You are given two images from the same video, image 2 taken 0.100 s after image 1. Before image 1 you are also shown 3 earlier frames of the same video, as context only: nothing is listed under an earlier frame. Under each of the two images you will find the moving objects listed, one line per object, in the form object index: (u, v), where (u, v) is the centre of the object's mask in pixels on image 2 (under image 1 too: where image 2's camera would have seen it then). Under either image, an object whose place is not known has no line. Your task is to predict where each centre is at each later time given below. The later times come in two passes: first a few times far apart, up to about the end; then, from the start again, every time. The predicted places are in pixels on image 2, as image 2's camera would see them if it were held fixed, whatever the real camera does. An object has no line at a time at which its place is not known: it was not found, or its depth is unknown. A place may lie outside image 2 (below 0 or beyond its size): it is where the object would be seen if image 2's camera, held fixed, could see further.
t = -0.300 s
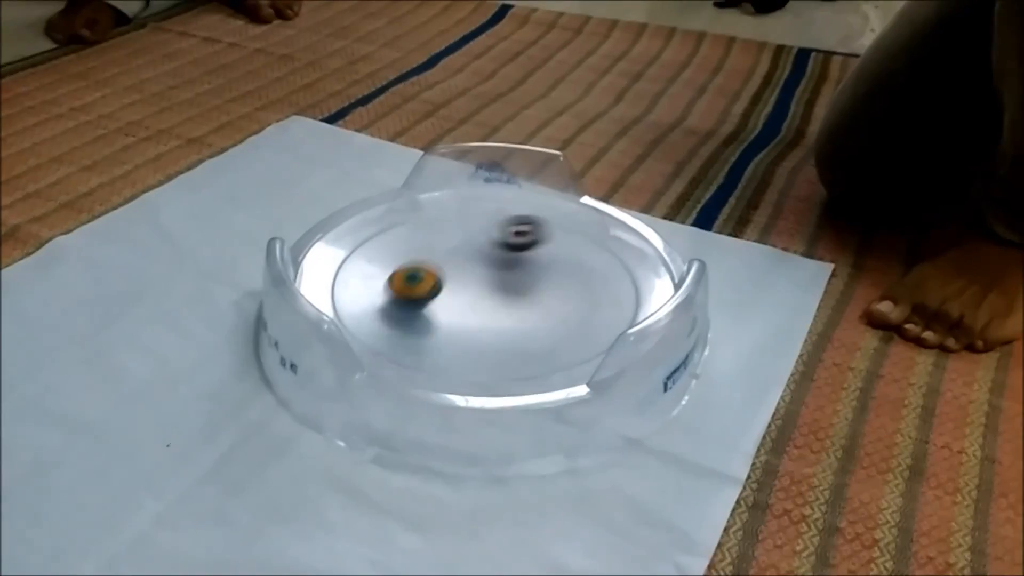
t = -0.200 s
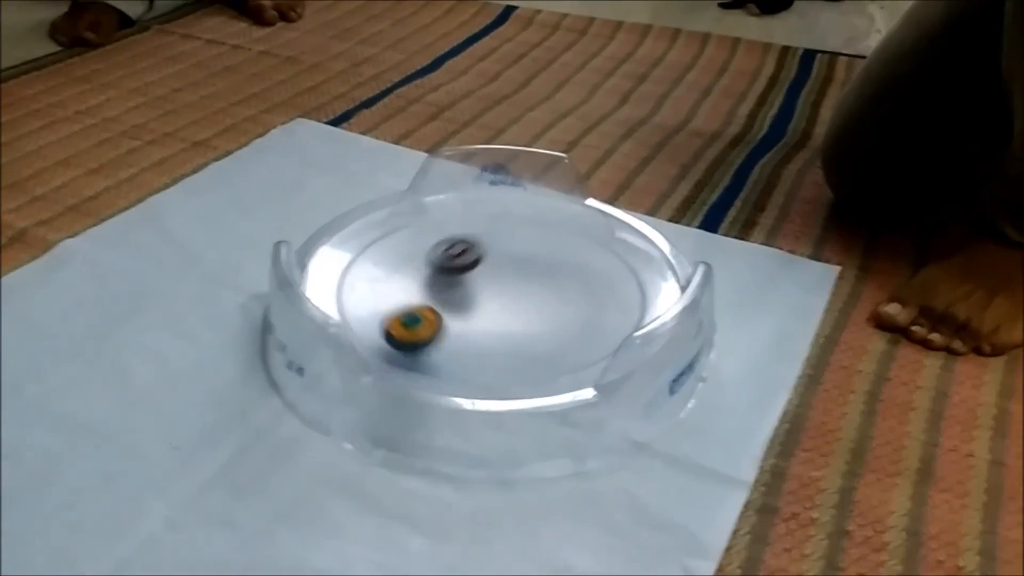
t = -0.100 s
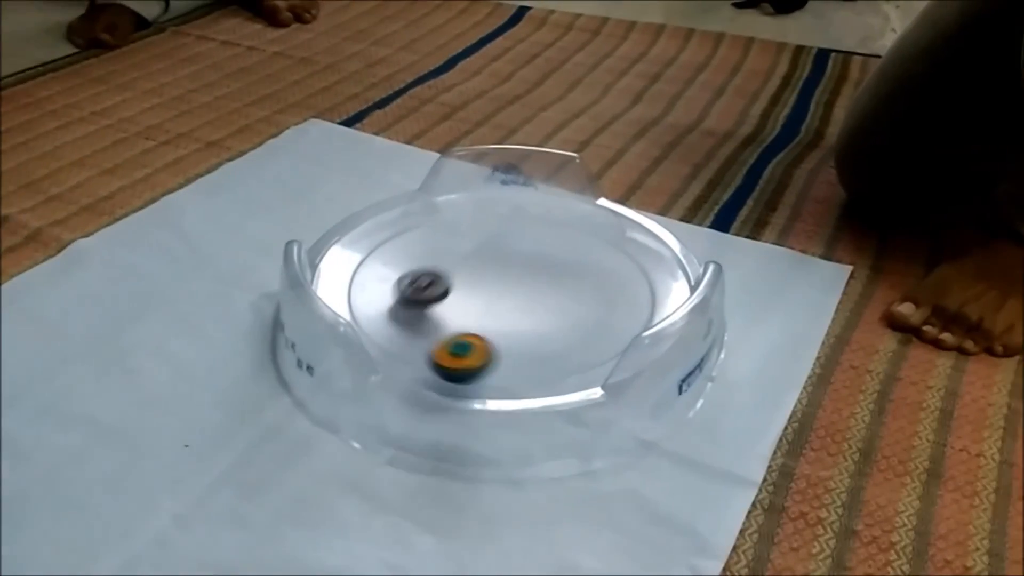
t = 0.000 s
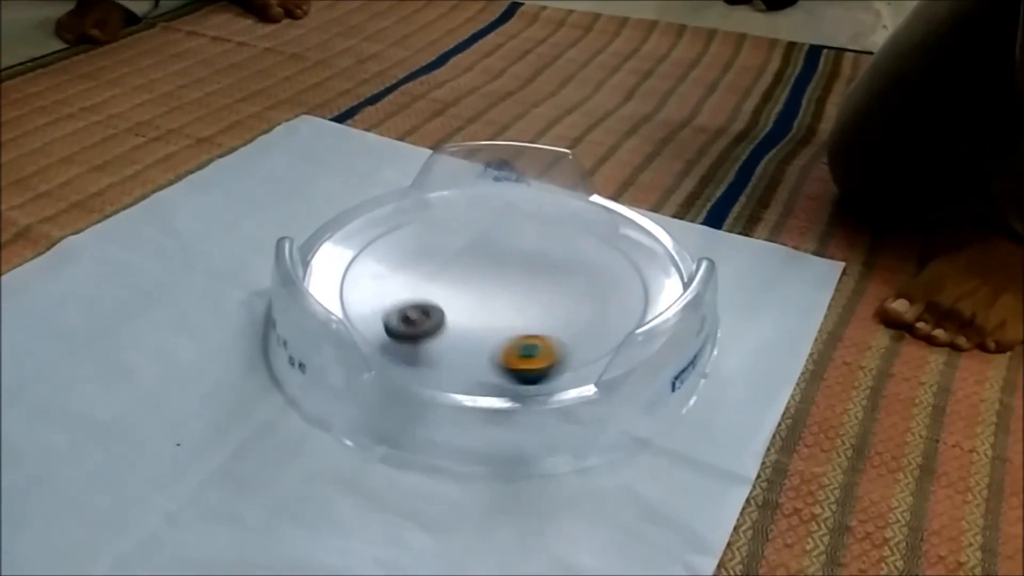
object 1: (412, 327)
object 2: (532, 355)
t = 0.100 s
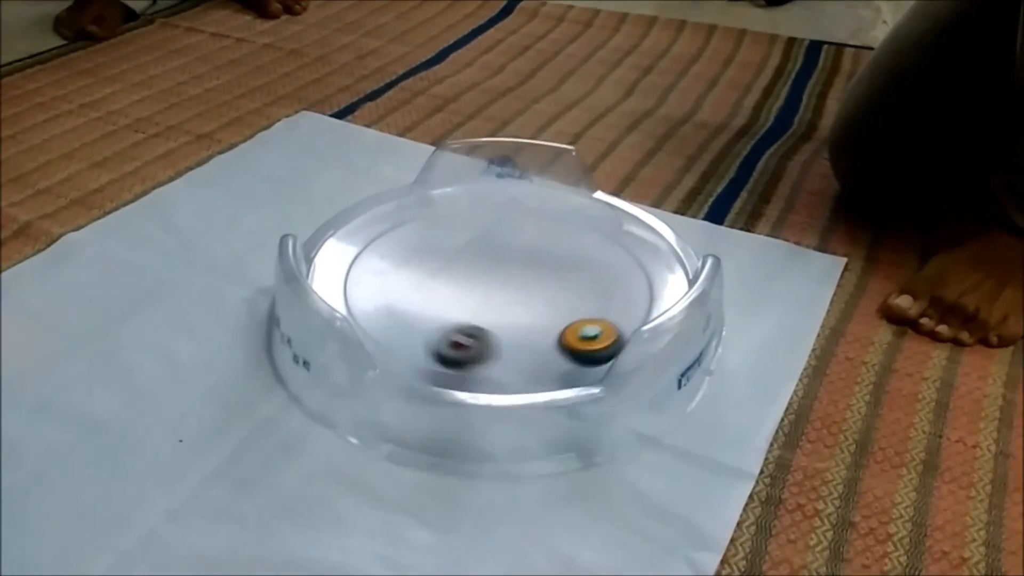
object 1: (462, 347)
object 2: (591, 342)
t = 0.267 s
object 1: (574, 348)
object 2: (615, 286)
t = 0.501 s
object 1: (626, 275)
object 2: (466, 224)
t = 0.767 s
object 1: (440, 254)
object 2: (357, 294)
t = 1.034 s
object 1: (365, 307)
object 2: (556, 341)
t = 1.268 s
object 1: (511, 348)
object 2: (576, 234)
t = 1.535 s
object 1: (560, 276)
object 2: (385, 192)
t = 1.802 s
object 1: (402, 207)
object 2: (379, 267)
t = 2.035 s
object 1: (368, 298)
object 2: (575, 259)
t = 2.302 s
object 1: (527, 199)
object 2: (420, 248)
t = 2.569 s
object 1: (464, 315)
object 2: (623, 242)
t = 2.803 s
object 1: (561, 207)
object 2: (419, 301)
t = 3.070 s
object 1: (499, 332)
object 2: (582, 251)
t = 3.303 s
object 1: (563, 243)
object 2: (367, 310)
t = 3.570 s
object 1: (465, 343)
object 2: (520, 227)
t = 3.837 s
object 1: (497, 254)
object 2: (457, 321)
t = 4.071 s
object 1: (412, 323)
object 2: (530, 197)
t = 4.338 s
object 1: (487, 212)
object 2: (511, 330)
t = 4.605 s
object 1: (457, 316)
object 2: (527, 222)
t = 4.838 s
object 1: (528, 212)
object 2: (465, 341)
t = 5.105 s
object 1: (513, 324)
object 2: (481, 229)
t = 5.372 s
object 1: (472, 258)
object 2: (491, 327)
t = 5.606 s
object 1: (550, 324)
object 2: (495, 206)
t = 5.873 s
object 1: (406, 288)
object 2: (526, 322)
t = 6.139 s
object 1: (539, 270)
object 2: (483, 227)
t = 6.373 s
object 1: (409, 301)
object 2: (519, 336)
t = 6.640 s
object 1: (498, 286)
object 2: (503, 182)
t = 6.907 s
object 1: (532, 296)
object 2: (437, 318)
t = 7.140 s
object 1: (434, 306)
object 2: (607, 246)
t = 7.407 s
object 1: (509, 247)
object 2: (405, 295)
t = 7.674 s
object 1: (501, 318)
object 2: (555, 267)
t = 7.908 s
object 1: (489, 242)
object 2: (398, 259)
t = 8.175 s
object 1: (533, 303)
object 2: (581, 272)
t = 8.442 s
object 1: (472, 315)
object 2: (426, 228)
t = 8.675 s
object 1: (503, 269)
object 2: (540, 320)
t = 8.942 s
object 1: (478, 323)
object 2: (483, 246)
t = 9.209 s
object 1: (458, 257)
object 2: (472, 323)
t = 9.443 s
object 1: (509, 310)
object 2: (511, 239)
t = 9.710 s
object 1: (472, 254)
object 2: (465, 303)
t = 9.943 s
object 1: (542, 320)
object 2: (564, 253)
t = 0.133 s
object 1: (485, 354)
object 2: (600, 334)
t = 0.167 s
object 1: (507, 356)
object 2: (607, 325)
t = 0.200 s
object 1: (530, 356)
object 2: (615, 314)
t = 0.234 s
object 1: (552, 353)
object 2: (619, 300)
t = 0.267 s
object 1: (574, 348)
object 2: (615, 286)
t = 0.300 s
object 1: (593, 340)
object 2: (605, 273)
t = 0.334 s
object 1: (608, 332)
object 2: (590, 261)
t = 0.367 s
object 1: (623, 320)
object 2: (571, 250)
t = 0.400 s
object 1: (634, 309)
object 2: (548, 240)
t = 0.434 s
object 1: (638, 298)
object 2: (521, 233)
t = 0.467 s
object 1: (634, 286)
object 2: (493, 227)
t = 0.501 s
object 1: (626, 275)
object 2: (466, 224)
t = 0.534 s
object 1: (613, 265)
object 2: (438, 222)
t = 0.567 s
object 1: (592, 255)
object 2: (412, 223)
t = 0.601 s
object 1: (568, 267)
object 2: (386, 226)
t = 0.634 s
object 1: (545, 262)
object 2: (367, 232)
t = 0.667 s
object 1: (519, 257)
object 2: (357, 244)
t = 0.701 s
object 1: (491, 255)
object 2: (354, 262)
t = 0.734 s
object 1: (465, 253)
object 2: (352, 278)
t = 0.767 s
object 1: (440, 254)
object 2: (357, 294)
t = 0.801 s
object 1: (418, 257)
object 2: (370, 310)
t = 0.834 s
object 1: (397, 260)
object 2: (388, 324)
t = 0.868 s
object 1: (384, 251)
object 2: (412, 335)
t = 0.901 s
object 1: (368, 259)
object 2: (438, 344)
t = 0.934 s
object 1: (355, 269)
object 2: (468, 350)
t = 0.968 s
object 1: (348, 281)
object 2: (500, 351)
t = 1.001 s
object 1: (353, 294)
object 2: (530, 348)
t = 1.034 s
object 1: (365, 307)
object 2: (556, 341)
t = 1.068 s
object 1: (377, 319)
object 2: (577, 331)
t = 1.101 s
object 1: (392, 329)
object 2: (592, 319)
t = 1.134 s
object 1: (412, 338)
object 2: (602, 304)
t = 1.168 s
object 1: (435, 345)
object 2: (605, 284)
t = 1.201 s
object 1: (457, 349)
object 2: (601, 269)
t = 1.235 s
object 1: (484, 350)
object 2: (591, 251)
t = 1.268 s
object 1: (511, 348)
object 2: (576, 234)
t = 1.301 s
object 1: (532, 343)
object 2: (558, 221)
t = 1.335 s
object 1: (552, 335)
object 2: (536, 209)
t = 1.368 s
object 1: (566, 324)
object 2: (515, 199)
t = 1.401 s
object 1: (577, 311)
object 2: (488, 191)
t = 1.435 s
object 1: (580, 298)
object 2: (464, 189)
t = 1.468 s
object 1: (579, 284)
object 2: (438, 189)
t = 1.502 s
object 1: (571, 286)
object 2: (410, 190)
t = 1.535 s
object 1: (560, 276)
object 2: (385, 192)
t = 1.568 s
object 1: (545, 265)
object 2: (365, 196)
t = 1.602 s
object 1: (526, 256)
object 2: (349, 209)
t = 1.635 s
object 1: (505, 247)
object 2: (338, 217)
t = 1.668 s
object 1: (485, 240)
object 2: (327, 229)
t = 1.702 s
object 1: (461, 234)
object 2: (332, 234)
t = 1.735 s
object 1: (439, 230)
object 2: (346, 242)
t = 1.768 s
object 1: (422, 208)
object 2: (362, 258)
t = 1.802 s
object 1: (402, 207)
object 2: (379, 267)
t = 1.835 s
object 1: (389, 217)
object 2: (399, 280)
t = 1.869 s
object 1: (378, 225)
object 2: (425, 290)
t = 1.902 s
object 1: (362, 250)
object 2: (452, 295)
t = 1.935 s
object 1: (351, 257)
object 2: (479, 296)
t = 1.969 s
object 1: (344, 266)
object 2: (504, 293)
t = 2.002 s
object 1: (347, 274)
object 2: (547, 279)
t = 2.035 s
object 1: (368, 298)
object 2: (575, 259)
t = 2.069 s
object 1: (407, 317)
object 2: (586, 235)
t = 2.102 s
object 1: (461, 326)
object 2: (582, 215)
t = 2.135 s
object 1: (514, 320)
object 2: (557, 206)
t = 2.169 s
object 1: (554, 300)
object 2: (527, 199)
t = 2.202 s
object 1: (573, 274)
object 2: (496, 196)
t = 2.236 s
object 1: (573, 246)
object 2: (463, 201)
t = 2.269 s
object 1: (556, 220)
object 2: (434, 218)
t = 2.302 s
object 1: (527, 199)
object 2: (420, 248)
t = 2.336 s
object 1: (492, 193)
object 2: (428, 277)
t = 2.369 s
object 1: (457, 196)
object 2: (458, 303)
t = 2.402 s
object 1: (421, 202)
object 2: (505, 318)
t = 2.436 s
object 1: (392, 233)
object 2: (559, 318)
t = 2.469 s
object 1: (382, 255)
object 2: (605, 305)
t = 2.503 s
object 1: (390, 281)
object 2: (638, 284)
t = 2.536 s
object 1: (420, 297)
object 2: (635, 261)
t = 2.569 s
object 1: (464, 315)
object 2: (623, 242)
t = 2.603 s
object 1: (519, 318)
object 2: (599, 225)
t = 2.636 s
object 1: (567, 309)
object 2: (563, 216)
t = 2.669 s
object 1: (602, 286)
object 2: (521, 216)
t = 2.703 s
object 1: (619, 260)
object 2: (477, 229)
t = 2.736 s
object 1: (618, 233)
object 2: (440, 250)
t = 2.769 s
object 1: (593, 219)
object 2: (420, 274)
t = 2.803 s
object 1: (561, 207)
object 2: (419, 301)
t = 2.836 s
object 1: (528, 202)
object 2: (442, 325)
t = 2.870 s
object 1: (490, 207)
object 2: (484, 340)
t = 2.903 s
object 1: (452, 239)
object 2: (537, 345)
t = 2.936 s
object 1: (426, 256)
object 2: (581, 336)
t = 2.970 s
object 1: (415, 281)
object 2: (612, 314)
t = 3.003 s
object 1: (424, 304)
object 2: (624, 291)
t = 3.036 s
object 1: (454, 319)
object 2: (611, 269)
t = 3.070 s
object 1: (499, 332)
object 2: (582, 251)
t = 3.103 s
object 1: (550, 341)
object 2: (539, 239)
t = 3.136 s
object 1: (596, 329)
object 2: (493, 234)
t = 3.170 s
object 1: (629, 301)
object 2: (447, 236)
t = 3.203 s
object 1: (634, 291)
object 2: (407, 246)
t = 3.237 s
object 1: (627, 257)
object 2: (376, 265)
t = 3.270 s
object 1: (604, 240)
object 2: (361, 287)
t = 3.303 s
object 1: (563, 243)
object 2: (367, 310)
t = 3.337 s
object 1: (522, 248)
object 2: (404, 329)
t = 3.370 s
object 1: (480, 251)
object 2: (453, 341)
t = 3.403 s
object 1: (439, 261)
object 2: (505, 339)
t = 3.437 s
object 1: (408, 278)
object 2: (548, 324)
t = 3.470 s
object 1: (393, 298)
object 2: (571, 299)
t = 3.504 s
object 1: (398, 319)
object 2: (570, 273)
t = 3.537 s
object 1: (423, 340)
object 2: (553, 248)
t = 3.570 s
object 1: (465, 343)
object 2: (520, 227)
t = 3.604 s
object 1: (510, 347)
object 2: (480, 212)
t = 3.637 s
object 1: (550, 340)
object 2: (433, 205)
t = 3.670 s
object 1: (582, 325)
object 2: (398, 211)
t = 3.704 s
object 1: (599, 303)
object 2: (375, 230)
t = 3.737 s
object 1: (597, 280)
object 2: (362, 254)
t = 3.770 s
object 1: (574, 276)
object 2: (373, 282)
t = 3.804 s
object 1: (540, 263)
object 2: (407, 306)
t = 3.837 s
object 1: (497, 254)
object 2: (457, 321)
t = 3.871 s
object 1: (453, 250)
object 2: (512, 321)
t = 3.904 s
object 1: (413, 254)
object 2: (557, 306)
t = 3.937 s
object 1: (382, 264)
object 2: (584, 282)
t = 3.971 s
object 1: (364, 279)
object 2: (592, 256)
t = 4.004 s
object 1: (365, 286)
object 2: (582, 230)
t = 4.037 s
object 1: (381, 307)
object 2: (561, 210)
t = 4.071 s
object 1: (412, 323)
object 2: (530, 197)
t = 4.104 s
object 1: (457, 332)
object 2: (492, 195)
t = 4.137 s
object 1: (504, 330)
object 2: (456, 202)
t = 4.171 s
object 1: (542, 316)
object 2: (426, 218)
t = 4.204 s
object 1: (562, 296)
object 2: (406, 246)
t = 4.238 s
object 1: (565, 268)
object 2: (404, 275)
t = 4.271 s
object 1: (560, 255)
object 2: (412, 290)
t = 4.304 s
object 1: (538, 234)
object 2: (440, 314)
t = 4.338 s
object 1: (487, 212)
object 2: (511, 330)
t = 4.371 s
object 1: (465, 218)
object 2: (537, 329)
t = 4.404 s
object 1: (429, 228)
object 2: (583, 318)
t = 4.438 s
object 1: (400, 233)
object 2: (618, 297)
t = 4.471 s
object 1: (380, 247)
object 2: (631, 275)
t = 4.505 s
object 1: (377, 252)
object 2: (626, 253)
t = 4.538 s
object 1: (384, 290)
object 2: (605, 236)
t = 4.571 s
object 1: (416, 302)
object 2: (570, 225)
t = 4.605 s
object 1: (457, 316)
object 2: (527, 222)
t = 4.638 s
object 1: (506, 317)
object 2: (481, 228)
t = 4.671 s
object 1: (547, 306)
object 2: (440, 242)
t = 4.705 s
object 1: (575, 287)
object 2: (412, 260)
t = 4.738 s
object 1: (586, 264)
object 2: (397, 283)
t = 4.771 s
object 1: (580, 242)
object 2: (402, 307)
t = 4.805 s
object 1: (558, 224)
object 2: (427, 328)
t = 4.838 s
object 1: (528, 212)
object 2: (465, 341)
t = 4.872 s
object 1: (494, 209)
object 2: (512, 344)
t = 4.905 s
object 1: (460, 215)
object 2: (555, 335)
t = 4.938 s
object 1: (427, 248)
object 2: (583, 317)
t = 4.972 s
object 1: (411, 269)
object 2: (591, 294)
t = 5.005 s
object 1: (413, 290)
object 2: (579, 270)
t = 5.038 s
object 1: (435, 301)
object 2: (555, 251)
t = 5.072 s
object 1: (468, 318)
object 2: (520, 237)
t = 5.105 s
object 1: (513, 324)
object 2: (481, 229)
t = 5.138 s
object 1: (553, 319)
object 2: (439, 229)
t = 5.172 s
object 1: (584, 305)
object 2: (406, 234)
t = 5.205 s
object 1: (603, 284)
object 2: (379, 247)
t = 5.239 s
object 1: (602, 263)
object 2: (366, 268)
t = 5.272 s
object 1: (584, 245)
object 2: (370, 290)
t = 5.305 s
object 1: (553, 235)
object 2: (395, 310)
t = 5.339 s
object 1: (509, 252)
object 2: (439, 324)
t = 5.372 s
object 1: (472, 258)
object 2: (491, 327)
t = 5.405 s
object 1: (440, 271)
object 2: (535, 317)
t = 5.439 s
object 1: (422, 289)
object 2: (563, 298)
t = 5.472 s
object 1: (419, 309)
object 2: (574, 274)
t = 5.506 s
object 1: (440, 317)
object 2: (570, 250)
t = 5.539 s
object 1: (473, 329)
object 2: (553, 230)
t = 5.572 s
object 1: (513, 332)
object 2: (527, 214)
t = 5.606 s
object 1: (550, 324)
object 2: (495, 206)
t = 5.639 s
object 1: (573, 309)
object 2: (461, 206)
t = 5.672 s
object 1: (577, 288)
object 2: (431, 215)
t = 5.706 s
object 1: (560, 286)
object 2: (408, 234)
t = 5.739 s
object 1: (531, 275)
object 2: (400, 258)
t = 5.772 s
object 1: (493, 267)
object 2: (410, 286)
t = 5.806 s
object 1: (456, 259)
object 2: (439, 307)
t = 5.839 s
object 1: (423, 275)
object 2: (480, 321)
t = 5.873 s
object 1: (406, 288)
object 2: (526, 322)
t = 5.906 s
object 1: (403, 303)
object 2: (569, 312)
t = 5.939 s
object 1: (415, 317)
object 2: (598, 295)
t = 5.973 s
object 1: (442, 329)
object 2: (612, 274)
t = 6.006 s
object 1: (478, 334)
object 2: (609, 252)
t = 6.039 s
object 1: (513, 330)
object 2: (591, 235)
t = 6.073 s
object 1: (535, 318)
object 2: (562, 225)
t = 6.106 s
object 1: (547, 289)
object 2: (523, 222)
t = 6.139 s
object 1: (539, 270)
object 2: (483, 227)
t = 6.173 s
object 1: (519, 251)
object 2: (447, 242)
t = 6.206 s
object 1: (490, 239)
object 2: (423, 260)
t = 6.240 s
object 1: (457, 236)
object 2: (412, 282)
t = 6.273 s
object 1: (428, 241)
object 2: (416, 304)
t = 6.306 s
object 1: (404, 269)
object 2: (438, 323)
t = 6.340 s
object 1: (399, 284)
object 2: (474, 334)
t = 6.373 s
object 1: (409, 301)
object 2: (519, 336)
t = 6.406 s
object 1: (434, 314)
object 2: (559, 327)
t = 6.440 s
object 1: (468, 320)
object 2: (583, 311)
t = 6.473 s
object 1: (503, 319)
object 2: (589, 289)
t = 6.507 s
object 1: (532, 308)
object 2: (577, 268)
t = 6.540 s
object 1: (533, 292)
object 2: (570, 234)
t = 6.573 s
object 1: (527, 299)
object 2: (558, 206)
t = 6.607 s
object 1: (518, 290)
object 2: (532, 191)
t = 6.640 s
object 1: (498, 286)
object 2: (503, 182)
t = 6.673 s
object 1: (476, 286)
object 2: (470, 183)
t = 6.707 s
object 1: (460, 293)
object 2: (439, 188)
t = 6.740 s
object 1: (456, 303)
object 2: (411, 199)
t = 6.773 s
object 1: (465, 312)
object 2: (389, 219)
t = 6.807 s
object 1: (486, 319)
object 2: (379, 244)
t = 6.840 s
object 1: (511, 317)
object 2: (383, 272)
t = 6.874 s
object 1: (528, 307)
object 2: (403, 298)
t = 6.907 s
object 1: (532, 296)
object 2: (437, 318)
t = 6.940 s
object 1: (523, 283)
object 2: (481, 328)
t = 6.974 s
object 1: (502, 275)
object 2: (526, 328)
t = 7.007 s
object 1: (478, 273)
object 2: (567, 320)
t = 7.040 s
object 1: (454, 275)
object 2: (598, 304)
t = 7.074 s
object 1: (436, 282)
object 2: (617, 285)
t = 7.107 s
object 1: (428, 294)
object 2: (619, 264)
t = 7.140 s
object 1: (434, 306)
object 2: (607, 246)
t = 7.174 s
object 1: (453, 317)
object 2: (582, 233)
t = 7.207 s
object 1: (480, 321)
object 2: (549, 226)
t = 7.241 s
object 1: (509, 319)
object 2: (511, 226)
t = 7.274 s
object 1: (532, 299)
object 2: (474, 232)
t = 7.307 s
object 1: (542, 285)
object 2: (444, 243)
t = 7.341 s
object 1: (541, 269)
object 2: (421, 258)
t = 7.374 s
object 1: (529, 256)
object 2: (407, 276)
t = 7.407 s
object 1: (509, 247)
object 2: (405, 295)
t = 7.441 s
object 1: (481, 260)
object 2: (416, 312)
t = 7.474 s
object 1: (457, 261)
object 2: (442, 326)
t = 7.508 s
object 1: (436, 271)
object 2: (478, 333)
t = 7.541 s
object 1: (426, 283)
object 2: (517, 331)
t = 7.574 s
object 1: (429, 298)
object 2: (547, 320)
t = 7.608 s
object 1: (445, 310)
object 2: (563, 303)
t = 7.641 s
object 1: (472, 318)
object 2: (565, 285)
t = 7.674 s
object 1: (501, 318)
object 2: (555, 267)
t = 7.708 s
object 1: (528, 313)
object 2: (536, 251)
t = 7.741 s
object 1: (551, 292)
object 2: (512, 239)
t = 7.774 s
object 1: (556, 277)
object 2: (485, 232)
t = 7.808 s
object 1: (552, 263)
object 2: (457, 230)
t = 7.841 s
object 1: (537, 250)
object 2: (430, 233)
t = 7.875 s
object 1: (516, 243)
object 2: (409, 243)
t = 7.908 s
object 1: (489, 242)
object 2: (398, 259)
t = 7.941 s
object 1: (466, 248)
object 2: (401, 278)
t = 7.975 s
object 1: (449, 259)
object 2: (420, 296)
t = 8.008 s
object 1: (441, 271)
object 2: (447, 308)
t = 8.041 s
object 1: (439, 300)
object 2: (485, 314)
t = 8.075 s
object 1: (454, 313)
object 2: (521, 312)
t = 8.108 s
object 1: (477, 319)
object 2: (550, 303)
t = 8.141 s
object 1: (504, 321)
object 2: (572, 288)
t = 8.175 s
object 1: (533, 303)
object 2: (581, 272)
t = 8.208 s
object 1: (547, 293)
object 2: (580, 256)
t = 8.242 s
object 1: (551, 281)
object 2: (567, 241)
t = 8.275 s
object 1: (542, 271)
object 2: (545, 228)
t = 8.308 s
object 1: (518, 287)
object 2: (523, 210)
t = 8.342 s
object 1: (496, 291)
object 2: (498, 205)
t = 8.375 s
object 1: (480, 298)
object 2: (471, 206)
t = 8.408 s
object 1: (471, 307)
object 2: (446, 214)
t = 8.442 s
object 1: (472, 315)
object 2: (426, 228)
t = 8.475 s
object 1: (486, 324)
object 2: (414, 248)
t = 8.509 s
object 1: (508, 327)
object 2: (413, 269)
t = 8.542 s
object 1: (530, 310)
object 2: (424, 290)
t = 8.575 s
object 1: (540, 299)
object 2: (445, 306)
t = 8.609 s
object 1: (537, 286)
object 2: (474, 318)
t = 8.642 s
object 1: (524, 277)
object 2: (509, 321)
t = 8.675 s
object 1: (503, 269)
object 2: (540, 320)
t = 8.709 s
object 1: (477, 282)
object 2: (569, 311)
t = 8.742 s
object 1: (454, 283)
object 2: (588, 298)
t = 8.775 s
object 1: (434, 286)
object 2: (594, 283)
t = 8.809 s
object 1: (421, 294)
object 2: (586, 268)
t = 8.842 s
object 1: (418, 304)
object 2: (568, 256)
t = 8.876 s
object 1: (428, 315)
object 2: (542, 247)
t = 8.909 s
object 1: (449, 321)
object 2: (512, 245)
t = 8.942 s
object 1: (478, 323)
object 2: (483, 246)
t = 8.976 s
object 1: (504, 318)
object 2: (456, 252)
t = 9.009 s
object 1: (514, 301)
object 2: (444, 256)
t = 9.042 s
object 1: (524, 296)
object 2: (418, 272)
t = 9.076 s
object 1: (520, 284)
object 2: (410, 286)
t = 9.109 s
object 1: (517, 262)
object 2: (410, 294)
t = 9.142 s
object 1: (500, 268)
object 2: (421, 307)
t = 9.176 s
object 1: (481, 260)
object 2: (442, 318)
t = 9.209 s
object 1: (458, 257)
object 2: (472, 323)
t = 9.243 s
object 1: (437, 261)
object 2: (503, 321)
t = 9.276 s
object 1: (424, 271)
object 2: (528, 311)
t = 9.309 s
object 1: (422, 284)
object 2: (542, 297)
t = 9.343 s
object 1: (433, 297)
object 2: (546, 281)
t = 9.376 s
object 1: (455, 307)
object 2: (540, 265)
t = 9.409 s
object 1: (483, 312)
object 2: (528, 251)
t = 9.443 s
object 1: (509, 310)
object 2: (511, 239)
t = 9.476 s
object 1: (533, 304)
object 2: (489, 233)
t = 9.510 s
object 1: (549, 281)
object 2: (468, 230)
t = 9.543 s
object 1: (556, 267)
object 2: (445, 234)
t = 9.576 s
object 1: (553, 254)
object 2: (428, 244)
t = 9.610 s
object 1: (540, 244)
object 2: (421, 258)
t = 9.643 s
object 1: (520, 238)
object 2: (425, 276)
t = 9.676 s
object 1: (492, 246)
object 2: (440, 292)
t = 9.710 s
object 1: (472, 254)
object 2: (465, 303)
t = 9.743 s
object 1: (456, 275)
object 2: (492, 308)
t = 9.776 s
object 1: (454, 291)
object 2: (521, 308)
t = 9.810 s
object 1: (459, 303)
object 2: (547, 302)
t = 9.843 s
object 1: (473, 313)
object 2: (566, 291)
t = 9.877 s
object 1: (493, 319)
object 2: (576, 279)
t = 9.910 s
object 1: (518, 322)
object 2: (575, 265)
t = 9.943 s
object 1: (542, 320)
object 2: (564, 253)
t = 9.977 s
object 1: (559, 311)
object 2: (545, 246)
